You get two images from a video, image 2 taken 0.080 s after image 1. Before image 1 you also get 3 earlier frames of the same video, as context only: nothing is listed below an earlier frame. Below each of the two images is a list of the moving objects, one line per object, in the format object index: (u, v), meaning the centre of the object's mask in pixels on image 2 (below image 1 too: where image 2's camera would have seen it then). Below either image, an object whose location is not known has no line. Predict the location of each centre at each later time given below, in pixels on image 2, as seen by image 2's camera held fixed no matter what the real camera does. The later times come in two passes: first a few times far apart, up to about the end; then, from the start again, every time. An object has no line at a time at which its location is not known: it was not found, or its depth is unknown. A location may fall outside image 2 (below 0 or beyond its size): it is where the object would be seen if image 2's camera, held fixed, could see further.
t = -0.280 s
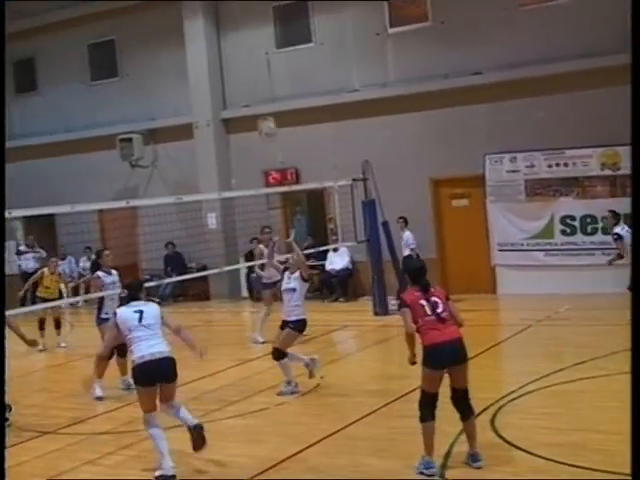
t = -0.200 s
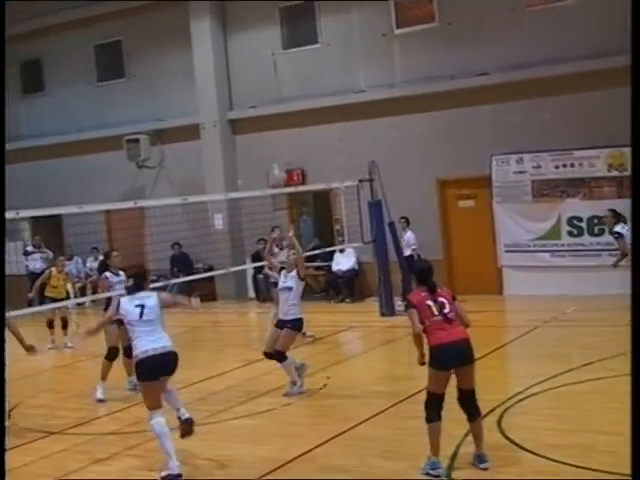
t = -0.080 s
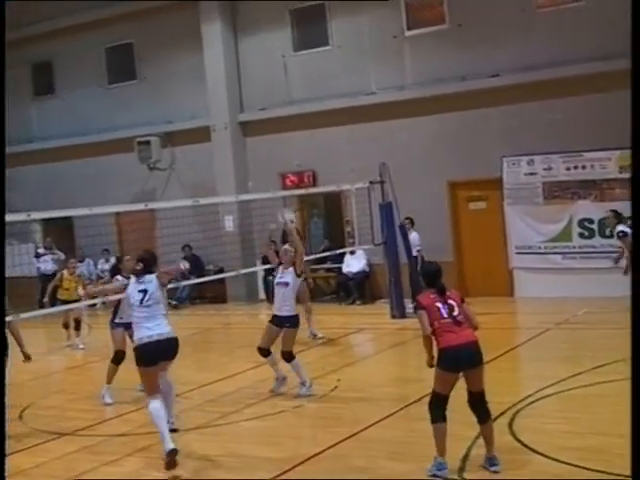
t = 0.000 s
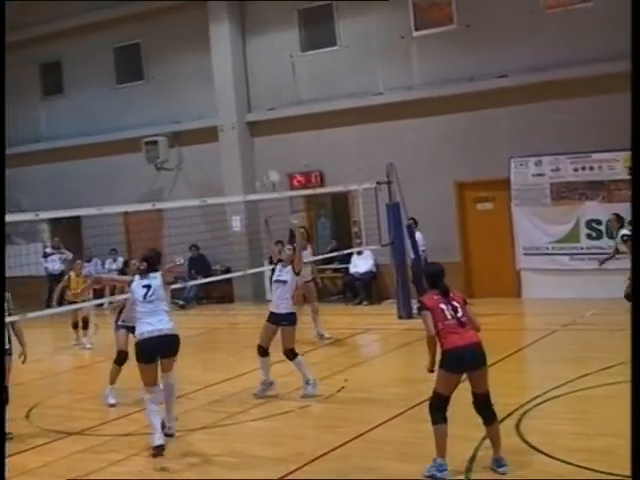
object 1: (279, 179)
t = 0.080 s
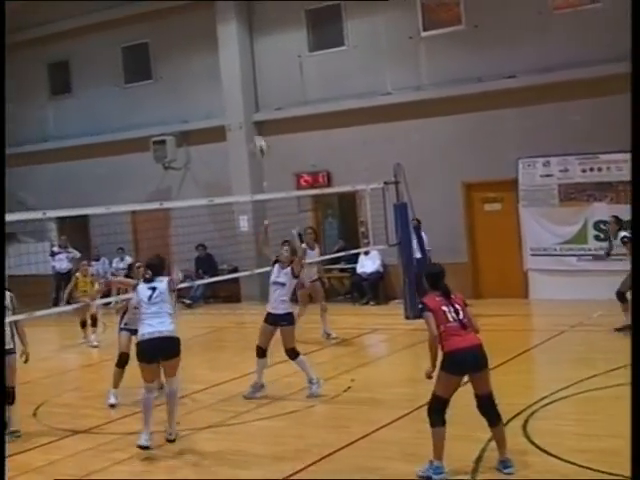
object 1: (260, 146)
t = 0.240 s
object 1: (217, 94)
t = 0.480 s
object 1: (154, 60)
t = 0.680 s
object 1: (106, 71)
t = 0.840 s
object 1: (68, 108)
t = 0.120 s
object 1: (249, 131)
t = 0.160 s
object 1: (237, 118)
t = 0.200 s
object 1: (227, 105)
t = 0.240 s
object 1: (217, 94)
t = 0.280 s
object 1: (207, 84)
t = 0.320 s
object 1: (198, 76)
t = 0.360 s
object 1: (187, 70)
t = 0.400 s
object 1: (176, 64)
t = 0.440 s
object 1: (166, 61)
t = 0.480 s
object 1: (154, 60)
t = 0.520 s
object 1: (145, 60)
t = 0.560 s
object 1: (135, 60)
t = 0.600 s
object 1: (124, 63)
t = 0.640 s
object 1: (115, 66)
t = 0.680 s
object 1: (106, 71)
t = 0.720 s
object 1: (97, 78)
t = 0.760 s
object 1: (88, 86)
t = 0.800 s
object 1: (78, 97)
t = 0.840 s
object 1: (68, 108)
